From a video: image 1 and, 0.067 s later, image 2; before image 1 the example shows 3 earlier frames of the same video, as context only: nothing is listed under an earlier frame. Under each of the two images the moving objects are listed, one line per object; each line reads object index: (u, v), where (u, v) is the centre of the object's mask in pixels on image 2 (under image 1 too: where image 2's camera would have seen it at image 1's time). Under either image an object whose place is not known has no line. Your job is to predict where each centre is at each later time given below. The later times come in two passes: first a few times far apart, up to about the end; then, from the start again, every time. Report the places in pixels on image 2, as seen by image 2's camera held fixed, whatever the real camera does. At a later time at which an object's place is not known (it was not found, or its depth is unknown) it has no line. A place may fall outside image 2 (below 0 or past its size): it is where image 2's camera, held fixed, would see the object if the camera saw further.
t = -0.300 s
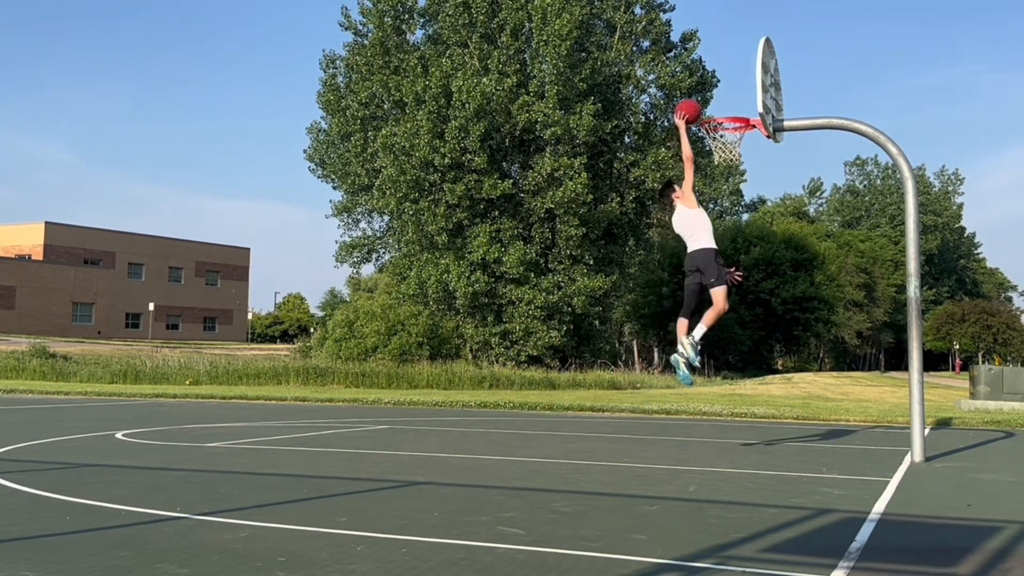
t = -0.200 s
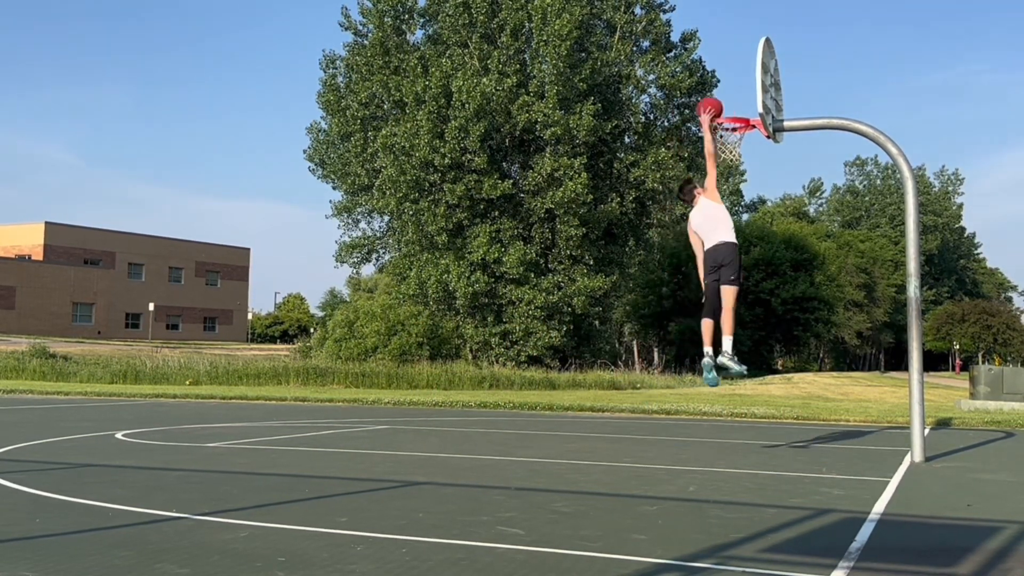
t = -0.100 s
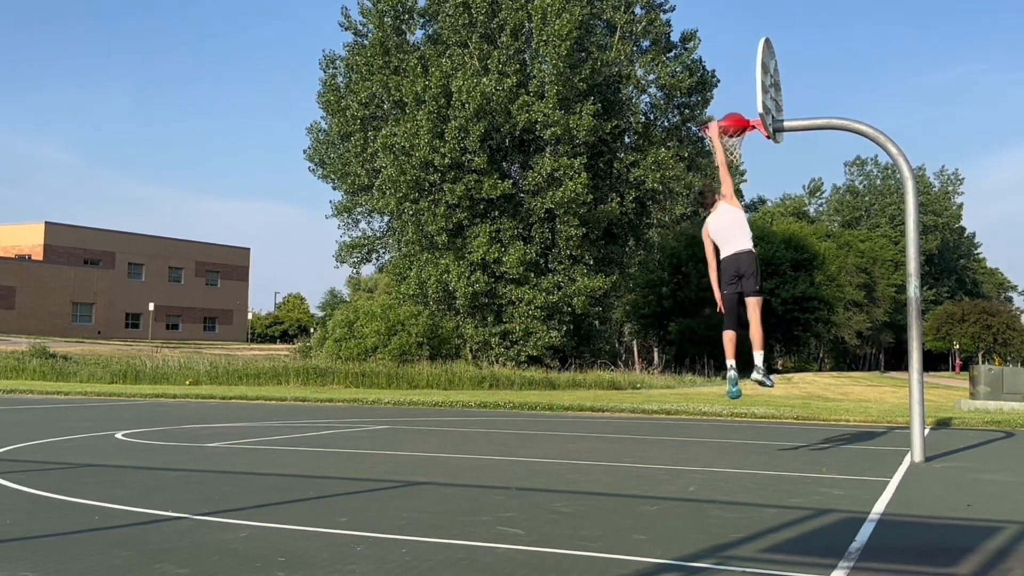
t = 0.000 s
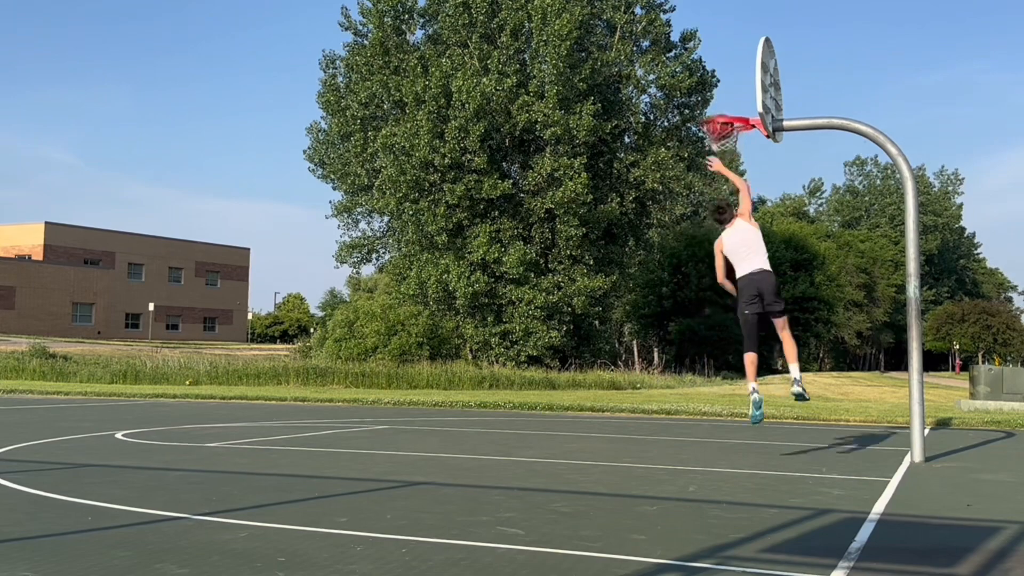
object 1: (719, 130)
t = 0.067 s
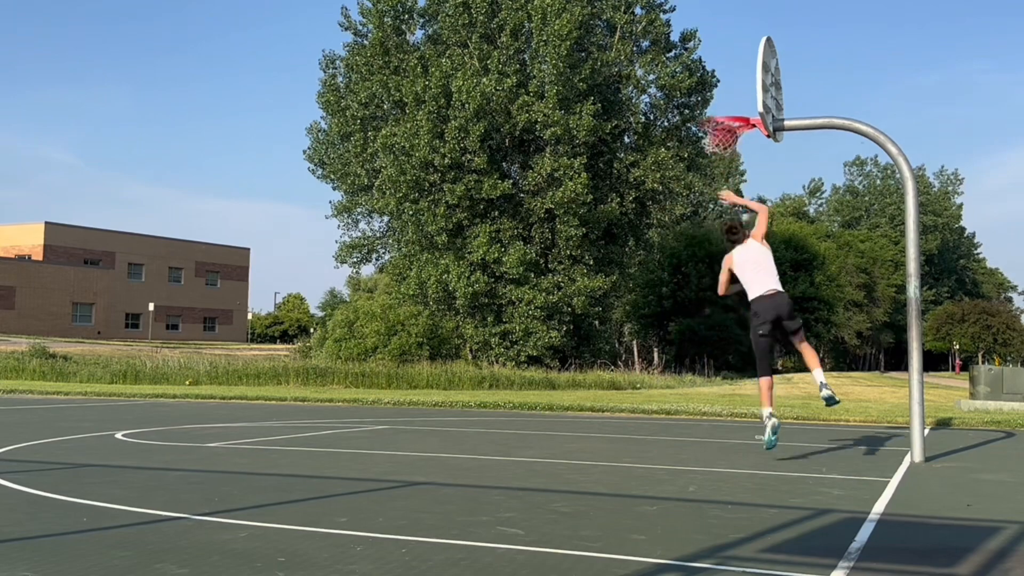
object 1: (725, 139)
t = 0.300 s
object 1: (732, 150)
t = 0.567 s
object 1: (733, 207)
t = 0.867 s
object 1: (735, 366)
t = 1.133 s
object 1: (730, 358)
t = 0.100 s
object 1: (726, 144)
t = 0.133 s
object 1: (728, 147)
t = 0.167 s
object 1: (730, 148)
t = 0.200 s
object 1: (732, 148)
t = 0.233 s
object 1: (731, 148)
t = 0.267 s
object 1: (731, 148)
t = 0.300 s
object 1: (732, 150)
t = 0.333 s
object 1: (732, 153)
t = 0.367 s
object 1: (733, 157)
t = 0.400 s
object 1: (733, 164)
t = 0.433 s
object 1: (733, 169)
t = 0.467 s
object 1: (733, 177)
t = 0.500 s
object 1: (733, 186)
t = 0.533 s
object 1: (733, 196)
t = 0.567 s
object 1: (733, 207)
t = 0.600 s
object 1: (734, 220)
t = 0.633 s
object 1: (734, 234)
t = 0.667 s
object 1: (734, 248)
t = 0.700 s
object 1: (734, 265)
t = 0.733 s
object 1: (734, 282)
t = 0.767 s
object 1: (734, 301)
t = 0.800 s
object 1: (734, 321)
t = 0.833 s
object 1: (735, 343)
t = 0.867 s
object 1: (735, 366)
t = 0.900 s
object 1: (736, 390)
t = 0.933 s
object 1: (737, 416)
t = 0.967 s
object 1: (737, 443)
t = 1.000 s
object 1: (736, 429)
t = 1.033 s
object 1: (734, 409)
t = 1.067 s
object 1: (732, 391)
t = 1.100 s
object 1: (731, 373)
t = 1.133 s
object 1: (730, 358)
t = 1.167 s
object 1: (728, 343)
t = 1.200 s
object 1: (727, 330)
